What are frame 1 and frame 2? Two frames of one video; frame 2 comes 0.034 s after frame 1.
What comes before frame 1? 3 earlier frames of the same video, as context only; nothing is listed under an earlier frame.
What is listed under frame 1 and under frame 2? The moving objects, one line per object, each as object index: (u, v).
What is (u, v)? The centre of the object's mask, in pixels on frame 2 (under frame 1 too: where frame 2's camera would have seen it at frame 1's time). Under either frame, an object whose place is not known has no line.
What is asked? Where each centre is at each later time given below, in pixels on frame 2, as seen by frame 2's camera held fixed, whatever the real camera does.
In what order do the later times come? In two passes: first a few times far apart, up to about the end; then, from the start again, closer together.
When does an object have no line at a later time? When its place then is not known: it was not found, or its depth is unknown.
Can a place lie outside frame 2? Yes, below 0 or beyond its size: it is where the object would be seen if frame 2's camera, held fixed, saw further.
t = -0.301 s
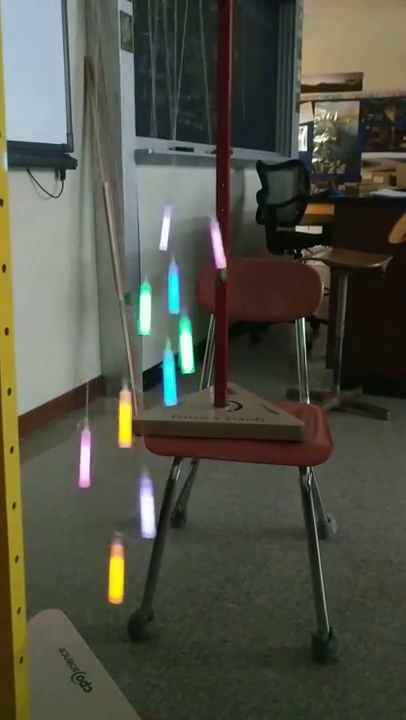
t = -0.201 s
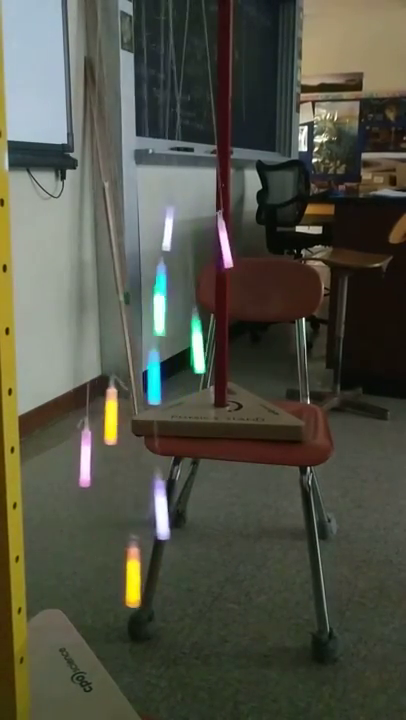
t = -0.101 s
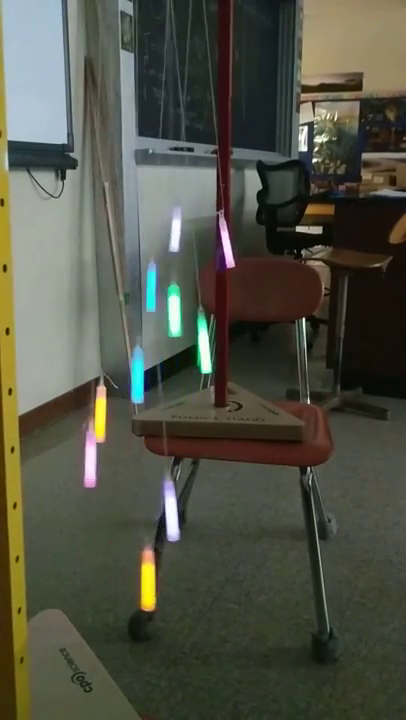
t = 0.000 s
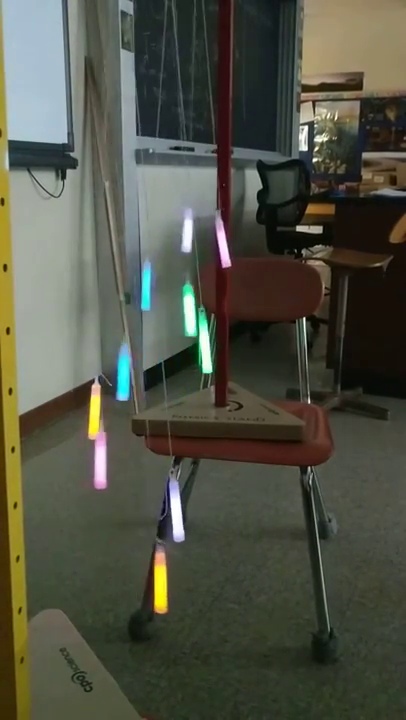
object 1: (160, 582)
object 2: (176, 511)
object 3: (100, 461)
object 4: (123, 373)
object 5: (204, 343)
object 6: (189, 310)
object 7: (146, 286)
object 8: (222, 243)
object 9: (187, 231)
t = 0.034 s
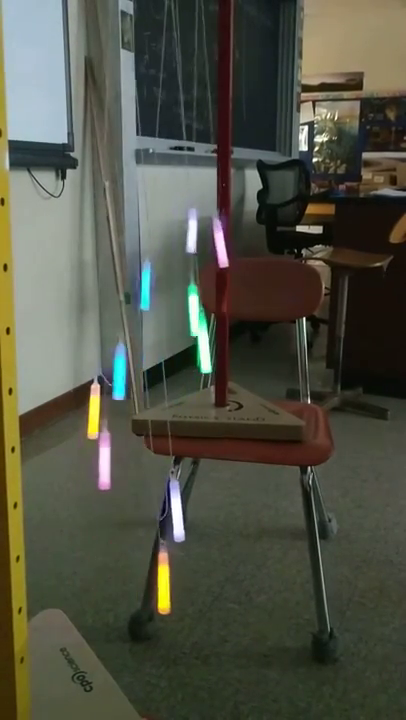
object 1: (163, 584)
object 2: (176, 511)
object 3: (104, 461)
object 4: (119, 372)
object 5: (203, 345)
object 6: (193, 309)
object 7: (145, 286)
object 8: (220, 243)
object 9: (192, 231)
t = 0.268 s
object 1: (168, 586)
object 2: (161, 511)
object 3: (138, 466)
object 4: (105, 364)
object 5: (179, 346)
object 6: (212, 311)
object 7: (156, 287)
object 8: (191, 245)
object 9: (222, 230)
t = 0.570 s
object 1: (136, 582)
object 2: (114, 507)
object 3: (175, 471)
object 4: (128, 376)
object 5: (135, 340)
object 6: (193, 313)
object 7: (195, 281)
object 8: (160, 243)
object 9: (232, 229)
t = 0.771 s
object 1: (103, 574)
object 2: (86, 503)
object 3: (178, 473)
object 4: (161, 377)
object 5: (118, 340)
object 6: (164, 311)
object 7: (215, 289)
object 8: (162, 245)
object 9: (212, 231)
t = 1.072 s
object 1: (69, 564)
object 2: (76, 499)
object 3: (145, 470)
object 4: (194, 378)
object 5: (135, 343)
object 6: (132, 304)
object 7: (209, 290)
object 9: (174, 230)
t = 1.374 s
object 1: (73, 563)
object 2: (108, 508)
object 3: (100, 457)
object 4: (182, 389)
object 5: (180, 345)
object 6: (145, 310)
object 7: (169, 289)
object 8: (225, 244)
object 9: (171, 230)
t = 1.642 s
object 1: (107, 570)
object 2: (149, 509)
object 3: (86, 459)
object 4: (141, 377)
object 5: (203, 343)
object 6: (183, 311)
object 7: (146, 286)
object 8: (215, 246)
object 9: (202, 232)
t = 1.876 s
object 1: (143, 578)
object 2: (172, 511)
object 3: (101, 462)
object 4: (112, 372)
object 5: (192, 345)
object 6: (209, 310)
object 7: (153, 287)
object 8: (185, 246)
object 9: (228, 229)
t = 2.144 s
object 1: (167, 584)
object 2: (165, 512)
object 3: (138, 466)
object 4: (111, 365)
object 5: (155, 346)
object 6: (205, 310)
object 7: (186, 286)
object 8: (161, 243)
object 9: (228, 230)
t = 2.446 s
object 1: (153, 584)
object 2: (123, 506)
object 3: (174, 470)
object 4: (146, 375)
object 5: (121, 341)
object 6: (165, 310)
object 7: (215, 289)
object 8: (173, 244)
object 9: (192, 231)
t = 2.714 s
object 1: (114, 577)
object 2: (86, 501)
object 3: (173, 472)
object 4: (184, 374)
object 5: (128, 341)
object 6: (136, 307)
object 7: (208, 290)
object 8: (207, 244)
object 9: (169, 229)
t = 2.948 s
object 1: (81, 567)
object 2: (76, 498)
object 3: (146, 470)
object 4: (194, 378)
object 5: (158, 344)
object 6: (137, 308)
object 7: (179, 288)
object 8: (224, 242)
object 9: (175, 230)
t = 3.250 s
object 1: (68, 562)
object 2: (102, 508)
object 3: (103, 460)
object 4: (166, 378)
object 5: (197, 343)
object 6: (173, 310)
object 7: (149, 286)
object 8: (209, 250)
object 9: (210, 231)
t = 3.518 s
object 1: (89, 566)
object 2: (142, 505)
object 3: (87, 458)
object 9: (232, 229)
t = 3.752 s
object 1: (123, 574)
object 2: (168, 509)
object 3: (101, 462)
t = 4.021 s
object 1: (158, 582)
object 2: (167, 511)
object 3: (137, 466)
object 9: (187, 231)
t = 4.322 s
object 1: (163, 585)
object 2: (130, 509)
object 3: (173, 470)
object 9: (168, 229)
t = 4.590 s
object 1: (133, 580)
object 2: (92, 505)
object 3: (171, 468)
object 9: (188, 231)
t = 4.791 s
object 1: (103, 574)
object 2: (78, 500)
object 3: (150, 468)
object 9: (212, 232)
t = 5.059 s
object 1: (73, 565)
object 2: (89, 499)
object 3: (111, 464)
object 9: (232, 229)
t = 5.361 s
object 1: (74, 563)
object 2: (130, 504)
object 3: (89, 458)
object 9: (211, 231)
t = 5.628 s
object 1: (105, 570)
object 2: (163, 507)
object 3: (103, 460)
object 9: (179, 230)
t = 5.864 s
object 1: (139, 576)
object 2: (170, 508)
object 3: (133, 466)
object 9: (169, 228)
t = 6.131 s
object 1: (163, 583)
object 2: (147, 508)
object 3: (167, 471)
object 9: (189, 231)
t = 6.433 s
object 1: (153, 584)
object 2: (103, 504)
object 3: (172, 468)
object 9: (224, 228)
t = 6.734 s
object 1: (113, 575)
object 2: (80, 498)
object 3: (141, 468)
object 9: (226, 226)
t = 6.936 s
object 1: (87, 569)
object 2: (87, 497)
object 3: (113, 465)
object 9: (207, 230)
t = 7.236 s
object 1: (71, 564)
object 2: (124, 503)
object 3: (91, 457)
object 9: (173, 229)
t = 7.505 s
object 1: (88, 567)
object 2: (158, 507)
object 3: (103, 462)
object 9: (174, 229)
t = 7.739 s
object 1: (120, 573)
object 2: (169, 508)
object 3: (133, 466)
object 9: (199, 231)
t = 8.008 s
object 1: (154, 581)
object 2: (152, 509)
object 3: (166, 470)
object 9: (227, 228)
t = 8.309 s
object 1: (162, 584)
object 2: (110, 507)
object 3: (172, 468)
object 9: (222, 227)
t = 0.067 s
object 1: (166, 584)
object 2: (176, 511)
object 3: (108, 460)
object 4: (115, 372)
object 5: (202, 347)
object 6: (196, 303)
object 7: (145, 286)
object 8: (217, 244)
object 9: (196, 231)
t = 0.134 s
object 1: (169, 585)
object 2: (173, 512)
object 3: (118, 463)
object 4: (110, 371)
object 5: (196, 344)
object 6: (205, 310)
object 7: (147, 286)
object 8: (210, 246)
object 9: (205, 229)
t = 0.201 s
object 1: (170, 585)
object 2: (168, 512)
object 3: (127, 465)
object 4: (106, 368)
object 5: (188, 346)
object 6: (210, 310)
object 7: (150, 287)
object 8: (200, 245)
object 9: (214, 232)
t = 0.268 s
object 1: (168, 586)
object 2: (161, 511)
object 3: (138, 466)
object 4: (105, 364)
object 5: (179, 346)
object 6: (212, 311)
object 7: (156, 287)
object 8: (191, 245)
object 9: (222, 230)
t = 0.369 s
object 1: (162, 585)
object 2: (147, 511)
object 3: (153, 466)
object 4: (108, 371)
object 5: (164, 346)
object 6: (212, 310)
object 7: (168, 288)
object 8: (178, 245)
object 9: (231, 230)
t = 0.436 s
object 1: (154, 584)
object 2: (136, 508)
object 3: (162, 469)
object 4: (113, 371)
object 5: (152, 345)
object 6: (207, 310)
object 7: (176, 289)
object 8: (170, 244)
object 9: (233, 229)
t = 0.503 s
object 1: (146, 583)
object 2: (125, 507)
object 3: (169, 470)
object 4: (120, 371)
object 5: (142, 345)
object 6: (201, 311)
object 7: (185, 290)
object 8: (164, 243)
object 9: (234, 228)
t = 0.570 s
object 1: (136, 582)
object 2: (114, 507)
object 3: (175, 471)
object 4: (128, 376)
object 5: (135, 340)
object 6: (193, 313)
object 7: (195, 281)
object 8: (160, 243)
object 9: (232, 229)
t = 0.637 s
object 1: (125, 580)
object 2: (103, 505)
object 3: (178, 471)
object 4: (139, 376)
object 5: (126, 342)
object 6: (184, 311)
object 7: (203, 289)
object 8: (159, 244)
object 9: (227, 229)
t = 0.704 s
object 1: (114, 577)
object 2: (94, 504)
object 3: (179, 471)
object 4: (150, 377)
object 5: (121, 341)
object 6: (174, 311)
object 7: (210, 289)
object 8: (159, 244)
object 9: (220, 229)
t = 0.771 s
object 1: (103, 574)
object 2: (86, 503)
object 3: (178, 473)
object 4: (161, 377)
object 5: (118, 340)
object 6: (164, 311)
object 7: (215, 289)
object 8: (162, 245)
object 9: (212, 231)
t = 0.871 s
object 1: (89, 570)
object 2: (78, 501)
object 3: (171, 471)
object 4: (175, 376)
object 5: (119, 341)
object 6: (149, 310)
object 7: (218, 289)
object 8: (171, 245)
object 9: (198, 231)
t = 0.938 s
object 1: (80, 567)
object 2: (74, 500)
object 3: (164, 471)
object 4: (183, 374)
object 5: (122, 341)
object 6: (142, 309)
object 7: (217, 289)
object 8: (178, 245)
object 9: (189, 230)
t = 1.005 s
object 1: (73, 566)
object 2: (74, 499)
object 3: (155, 470)
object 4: (189, 376)
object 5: (127, 341)
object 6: (136, 306)
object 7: (214, 289)
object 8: (188, 248)
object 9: (180, 230)
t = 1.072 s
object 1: (69, 564)
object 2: (76, 499)
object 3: (145, 470)
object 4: (194, 378)
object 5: (135, 343)
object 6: (132, 304)
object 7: (209, 290)
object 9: (174, 230)
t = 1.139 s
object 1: (66, 563)
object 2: (80, 499)
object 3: (135, 467)
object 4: (195, 378)
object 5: (144, 343)
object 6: (131, 307)
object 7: (201, 290)
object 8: (204, 244)
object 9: (169, 229)
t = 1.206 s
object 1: (65, 563)
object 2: (85, 500)
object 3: (124, 467)
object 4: (194, 378)
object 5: (154, 344)
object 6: (132, 307)
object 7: (192, 290)
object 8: (212, 244)
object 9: (167, 229)
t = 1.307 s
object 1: (69, 562)
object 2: (98, 501)
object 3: (110, 464)
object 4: (188, 378)
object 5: (170, 346)
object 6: (139, 308)
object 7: (179, 290)
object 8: (222, 244)
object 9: (168, 229)
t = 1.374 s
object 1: (73, 563)
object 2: (108, 508)
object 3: (100, 457)
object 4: (182, 389)
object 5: (180, 345)
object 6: (145, 310)
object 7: (169, 289)
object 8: (225, 244)
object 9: (171, 230)
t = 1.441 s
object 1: (79, 564)
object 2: (118, 503)
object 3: (94, 461)
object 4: (172, 378)
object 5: (188, 345)
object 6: (153, 310)
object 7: (162, 286)
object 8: (226, 243)
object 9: (177, 230)
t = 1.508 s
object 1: (87, 566)
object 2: (128, 504)
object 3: (89, 460)
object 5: (195, 344)
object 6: (164, 311)
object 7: (153, 286)
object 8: (225, 244)
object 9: (184, 231)
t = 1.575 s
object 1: (97, 568)
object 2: (139, 507)
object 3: (86, 459)
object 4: (151, 378)
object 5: (200, 343)
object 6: (173, 311)
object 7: (149, 287)
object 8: (221, 244)
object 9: (192, 232)
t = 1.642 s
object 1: (107, 570)
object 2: (149, 509)
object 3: (86, 459)
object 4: (141, 377)
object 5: (203, 343)
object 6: (183, 311)
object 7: (146, 286)
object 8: (215, 246)
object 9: (202, 232)
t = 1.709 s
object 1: (117, 572)
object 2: (158, 509)
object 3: (87, 459)
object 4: (131, 375)
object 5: (203, 345)
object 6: (192, 310)
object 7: (146, 286)
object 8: (207, 247)
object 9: (212, 225)
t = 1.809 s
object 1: (133, 576)
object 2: (169, 510)
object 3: (94, 462)
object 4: (119, 373)
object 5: (199, 345)
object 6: (204, 309)
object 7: (149, 286)
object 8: (194, 245)
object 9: (223, 228)
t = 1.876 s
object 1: (143, 578)
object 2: (172, 511)
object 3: (101, 462)
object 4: (112, 372)
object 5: (192, 345)
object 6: (209, 310)
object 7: (153, 287)
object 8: (185, 246)
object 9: (228, 229)
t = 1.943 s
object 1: (151, 581)
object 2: (174, 511)
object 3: (109, 462)
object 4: (108, 371)
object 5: (185, 346)
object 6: (212, 310)
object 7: (160, 285)
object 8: (177, 245)
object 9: (232, 228)
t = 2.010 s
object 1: (159, 582)
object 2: (174, 511)
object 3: (118, 464)
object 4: (107, 368)
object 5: (176, 346)
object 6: (212, 310)
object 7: (168, 290)
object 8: (169, 245)
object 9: (233, 229)
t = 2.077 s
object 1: (164, 584)
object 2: (171, 512)
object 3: (128, 465)
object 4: (108, 367)
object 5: (166, 346)
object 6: (209, 310)
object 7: (177, 286)
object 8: (164, 244)
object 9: (232, 229)
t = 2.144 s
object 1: (167, 584)
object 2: (165, 512)
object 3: (138, 466)
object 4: (111, 365)
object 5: (155, 346)
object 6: (205, 310)
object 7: (186, 286)
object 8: (161, 243)
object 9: (228, 230)
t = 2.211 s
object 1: (168, 584)
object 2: (158, 513)
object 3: (147, 465)
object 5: (146, 346)
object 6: (198, 316)
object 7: (194, 279)
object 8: (159, 243)
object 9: (221, 227)
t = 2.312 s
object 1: (165, 585)
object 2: (144, 509)
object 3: (162, 468)
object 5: (134, 340)
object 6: (185, 311)
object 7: (206, 287)
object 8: (162, 243)
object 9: (210, 231)
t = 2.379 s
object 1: (160, 585)
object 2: (134, 508)
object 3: (168, 470)
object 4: (136, 374)
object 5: (126, 341)
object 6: (175, 310)
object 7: (212, 286)
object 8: (167, 244)
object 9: (201, 232)
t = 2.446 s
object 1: (153, 584)
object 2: (123, 506)
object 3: (174, 470)
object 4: (146, 375)
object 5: (121, 341)
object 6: (165, 310)
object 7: (215, 289)
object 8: (173, 244)
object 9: (192, 231)
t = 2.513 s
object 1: (145, 583)
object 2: (112, 505)
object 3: (177, 472)
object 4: (157, 375)
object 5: (120, 341)
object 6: (156, 309)
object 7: (217, 287)
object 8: (180, 246)
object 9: (186, 227)
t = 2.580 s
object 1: (135, 581)
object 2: (102, 504)
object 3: (178, 473)
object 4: (166, 374)
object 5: (120, 341)
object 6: (147, 308)
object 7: (216, 288)
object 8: (190, 246)
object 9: (177, 230)
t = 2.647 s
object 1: (125, 579)
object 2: (94, 503)
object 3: (177, 472)
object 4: (176, 373)
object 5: (123, 340)
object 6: (141, 307)
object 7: (213, 289)
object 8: (198, 245)
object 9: (172, 230)
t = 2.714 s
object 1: (114, 577)
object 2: (86, 501)
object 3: (173, 472)
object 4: (184, 374)
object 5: (128, 341)
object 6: (136, 307)
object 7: (208, 290)
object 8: (207, 244)
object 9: (169, 229)
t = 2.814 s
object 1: (98, 573)
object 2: (79, 499)
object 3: (163, 471)
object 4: (191, 377)
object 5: (139, 342)
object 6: (133, 306)
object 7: (197, 287)
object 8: (216, 244)
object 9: (168, 228)
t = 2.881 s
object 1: (90, 571)
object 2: (77, 498)
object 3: (156, 470)
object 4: (194, 378)
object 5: (149, 344)
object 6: (134, 307)
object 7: (189, 288)
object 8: (221, 243)
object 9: (172, 229)
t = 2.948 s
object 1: (81, 567)
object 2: (76, 498)
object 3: (146, 470)
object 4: (194, 378)
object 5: (158, 344)
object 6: (137, 308)
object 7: (179, 288)
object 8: (224, 242)
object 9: (175, 230)
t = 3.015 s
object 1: (75, 565)
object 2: (79, 497)
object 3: (135, 467)
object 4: (191, 378)
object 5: (168, 344)
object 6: (143, 308)
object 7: (170, 287)
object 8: (224, 242)
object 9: (182, 230)
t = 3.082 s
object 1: (70, 564)
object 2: (83, 497)
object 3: (125, 466)
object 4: (186, 378)
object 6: (150, 310)
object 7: (162, 286)
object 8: (223, 243)
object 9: (190, 232)
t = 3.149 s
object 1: (68, 563)
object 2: (89, 498)
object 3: (115, 465)
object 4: (179, 375)
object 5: (187, 343)
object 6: (159, 311)
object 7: (154, 282)
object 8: (219, 244)
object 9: (199, 231)
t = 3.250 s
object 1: (68, 562)
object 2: (102, 508)
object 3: (103, 460)
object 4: (166, 378)
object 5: (197, 343)
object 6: (173, 310)
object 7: (149, 286)
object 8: (209, 250)
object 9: (210, 231)
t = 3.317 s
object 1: (70, 562)
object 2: (111, 501)
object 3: (96, 460)
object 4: (155, 377)
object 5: (201, 343)
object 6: (183, 311)
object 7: (147, 286)
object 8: (201, 245)
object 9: (219, 228)
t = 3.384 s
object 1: (75, 562)
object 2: (121, 502)
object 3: (91, 459)
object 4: (145, 376)
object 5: (203, 344)
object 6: (191, 309)
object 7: (147, 286)
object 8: (192, 245)
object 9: (226, 230)
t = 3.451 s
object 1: (81, 564)
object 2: (132, 504)
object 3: (88, 458)
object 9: (230, 230)
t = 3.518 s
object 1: (89, 566)
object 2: (142, 505)
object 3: (87, 458)
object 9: (232, 229)
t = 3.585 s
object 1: (98, 568)
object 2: (151, 508)
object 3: (89, 458)
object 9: (232, 230)
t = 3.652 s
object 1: (108, 571)
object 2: (159, 507)
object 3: (92, 461)
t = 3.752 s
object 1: (123, 574)
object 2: (168, 509)
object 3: (101, 462)
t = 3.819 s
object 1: (133, 576)
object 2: (171, 509)
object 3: (109, 463)
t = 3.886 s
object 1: (143, 578)
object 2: (172, 508)
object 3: (118, 464)
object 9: (204, 231)
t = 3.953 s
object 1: (151, 580)
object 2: (171, 508)
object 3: (128, 465)
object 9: (195, 232)
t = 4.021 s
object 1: (158, 582)
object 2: (167, 511)
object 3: (137, 466)
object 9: (187, 231)
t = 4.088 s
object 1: (163, 584)
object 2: (162, 511)
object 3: (147, 467)
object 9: (180, 230)
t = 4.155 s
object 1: (165, 584)
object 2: (154, 512)
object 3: (156, 465)
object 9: (173, 230)
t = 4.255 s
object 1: (166, 585)
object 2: (140, 507)
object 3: (167, 469)
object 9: (168, 229)
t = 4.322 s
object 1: (163, 585)
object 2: (130, 509)
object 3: (173, 470)
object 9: (168, 229)
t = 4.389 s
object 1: (159, 584)
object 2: (120, 508)
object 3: (176, 471)
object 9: (170, 229)
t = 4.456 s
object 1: (152, 584)
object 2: (110, 507)
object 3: (177, 471)
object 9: (174, 230)
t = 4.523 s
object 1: (143, 582)
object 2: (100, 506)
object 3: (175, 468)
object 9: (181, 231)
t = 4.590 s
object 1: (133, 580)
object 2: (92, 505)
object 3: (171, 468)
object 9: (188, 231)
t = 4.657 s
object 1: (124, 578)
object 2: (86, 502)
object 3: (166, 469)
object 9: (196, 231)
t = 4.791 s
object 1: (103, 574)
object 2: (78, 500)
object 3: (150, 468)
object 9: (212, 232)
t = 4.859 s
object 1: (94, 571)
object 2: (78, 499)
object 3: (140, 468)
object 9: (220, 228)
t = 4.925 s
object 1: (85, 569)
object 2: (79, 499)
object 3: (130, 467)
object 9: (226, 227)
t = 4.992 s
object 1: (78, 567)
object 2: (83, 498)
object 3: (121, 465)
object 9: (230, 229)
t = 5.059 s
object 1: (73, 565)
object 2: (89, 499)
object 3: (111, 464)
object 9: (232, 229)
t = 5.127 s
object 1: (70, 563)
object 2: (96, 501)
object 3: (104, 459)
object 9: (231, 229)
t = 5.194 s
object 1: (69, 562)
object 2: (105, 508)
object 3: (96, 459)
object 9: (228, 227)
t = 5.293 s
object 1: (71, 562)
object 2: (120, 503)
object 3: (91, 459)
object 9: (219, 228)
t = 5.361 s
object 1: (74, 563)
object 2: (130, 504)
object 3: (89, 458)
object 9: (211, 231)
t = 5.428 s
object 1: (80, 563)
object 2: (140, 505)
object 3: (89, 456)
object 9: (203, 230)
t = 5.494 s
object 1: (87, 565)
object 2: (149, 507)
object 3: (92, 459)
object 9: (194, 231)
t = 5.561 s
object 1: (95, 568)
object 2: (157, 508)
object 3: (96, 462)
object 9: (186, 230)
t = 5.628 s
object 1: (105, 570)
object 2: (163, 507)
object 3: (103, 460)
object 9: (179, 230)
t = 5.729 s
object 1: (119, 573)
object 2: (170, 508)
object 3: (115, 464)
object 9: (171, 228)
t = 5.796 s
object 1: (129, 575)
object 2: (171, 508)
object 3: (124, 465)
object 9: (169, 228)
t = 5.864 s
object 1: (139, 576)
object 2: (170, 508)
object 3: (133, 466)
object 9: (169, 228)
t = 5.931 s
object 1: (147, 579)
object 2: (167, 509)
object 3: (143, 468)
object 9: (171, 228)
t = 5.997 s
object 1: (154, 581)
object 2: (163, 514)
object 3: (151, 467)
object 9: (175, 230)
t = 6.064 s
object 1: (160, 583)
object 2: (156, 515)
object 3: (160, 467)
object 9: (182, 230)
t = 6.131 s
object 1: (163, 583)
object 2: (147, 508)
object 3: (167, 471)
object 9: (189, 231)
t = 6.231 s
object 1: (165, 585)
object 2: (132, 508)
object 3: (174, 472)
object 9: (202, 231)
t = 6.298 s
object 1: (163, 585)
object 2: (122, 506)
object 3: (175, 471)
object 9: (209, 231)
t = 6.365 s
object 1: (159, 584)
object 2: (112, 505)
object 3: (175, 468)
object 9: (218, 230)
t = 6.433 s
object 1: (153, 584)
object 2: (103, 504)
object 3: (172, 468)
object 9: (224, 228)
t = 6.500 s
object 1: (146, 583)
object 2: (95, 503)
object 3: (168, 471)
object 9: (228, 230)
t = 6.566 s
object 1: (137, 581)
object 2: (88, 501)
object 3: (162, 467)
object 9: (231, 229)
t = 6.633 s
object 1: (128, 579)
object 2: (83, 499)
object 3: (154, 467)
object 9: (230, 229)
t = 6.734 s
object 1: (113, 575)
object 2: (80, 498)
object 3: (141, 468)
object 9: (226, 226)
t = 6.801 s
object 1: (104, 573)
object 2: (80, 497)
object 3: (132, 467)
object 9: (220, 227)
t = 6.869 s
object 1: (94, 572)
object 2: (83, 497)
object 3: (122, 466)
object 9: (213, 231)
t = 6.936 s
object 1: (87, 569)
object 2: (87, 497)
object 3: (113, 465)
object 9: (207, 230)
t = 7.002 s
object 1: (80, 566)
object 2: (93, 498)
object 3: (105, 462)
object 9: (198, 231)
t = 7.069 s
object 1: (75, 566)
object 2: (101, 503)
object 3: (98, 454)
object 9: (189, 230)
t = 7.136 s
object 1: (72, 564)
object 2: (109, 501)
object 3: (94, 458)
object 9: (183, 228)
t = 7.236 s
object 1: (71, 564)
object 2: (124, 503)
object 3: (91, 457)
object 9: (173, 229)
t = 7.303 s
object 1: (72, 564)
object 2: (133, 504)
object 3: (90, 458)
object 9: (170, 228)
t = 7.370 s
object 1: (76, 564)
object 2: (142, 505)
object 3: (93, 460)
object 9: (169, 229)
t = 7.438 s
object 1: (81, 565)
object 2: (150, 505)
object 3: (97, 461)
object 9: (170, 229)
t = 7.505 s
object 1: (88, 567)
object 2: (158, 507)
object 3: (103, 462)
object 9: (174, 229)
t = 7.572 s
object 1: (96, 569)
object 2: (163, 507)
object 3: (110, 463)
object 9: (180, 230)
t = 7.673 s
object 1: (110, 571)
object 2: (168, 508)
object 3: (123, 465)
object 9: (190, 231)
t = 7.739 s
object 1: (120, 573)
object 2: (169, 508)
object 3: (133, 466)
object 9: (199, 231)
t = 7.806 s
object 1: (130, 575)
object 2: (168, 508)
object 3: (142, 468)
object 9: (207, 231)
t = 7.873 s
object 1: (139, 578)
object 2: (165, 509)
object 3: (151, 468)
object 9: (214, 228)
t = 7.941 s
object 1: (147, 579)
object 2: (160, 517)
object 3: (159, 468)
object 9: (222, 230)
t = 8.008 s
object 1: (154, 581)
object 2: (152, 509)
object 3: (166, 470)
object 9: (227, 228)
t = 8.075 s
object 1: (159, 582)
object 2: (143, 507)
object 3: (171, 471)
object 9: (230, 228)
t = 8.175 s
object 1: (164, 583)
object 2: (129, 509)
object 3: (174, 468)
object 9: (230, 228)
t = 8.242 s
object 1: (164, 584)
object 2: (119, 507)
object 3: (174, 467)
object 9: (227, 229)
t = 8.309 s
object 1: (162, 584)
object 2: (110, 507)
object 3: (172, 468)
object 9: (222, 227)
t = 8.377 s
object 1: (158, 583)
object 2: (101, 505)
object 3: (167, 467)
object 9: (216, 229)
